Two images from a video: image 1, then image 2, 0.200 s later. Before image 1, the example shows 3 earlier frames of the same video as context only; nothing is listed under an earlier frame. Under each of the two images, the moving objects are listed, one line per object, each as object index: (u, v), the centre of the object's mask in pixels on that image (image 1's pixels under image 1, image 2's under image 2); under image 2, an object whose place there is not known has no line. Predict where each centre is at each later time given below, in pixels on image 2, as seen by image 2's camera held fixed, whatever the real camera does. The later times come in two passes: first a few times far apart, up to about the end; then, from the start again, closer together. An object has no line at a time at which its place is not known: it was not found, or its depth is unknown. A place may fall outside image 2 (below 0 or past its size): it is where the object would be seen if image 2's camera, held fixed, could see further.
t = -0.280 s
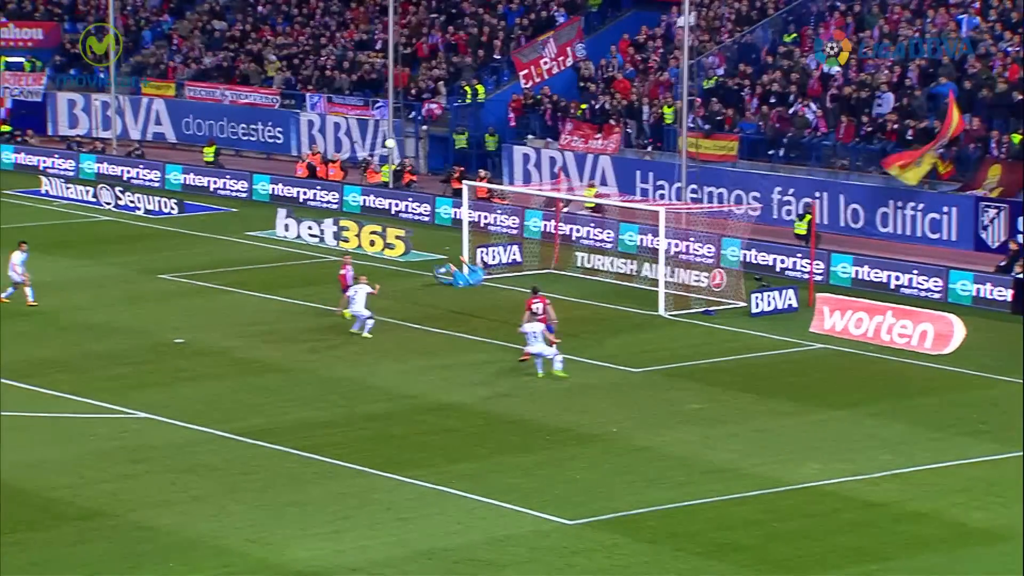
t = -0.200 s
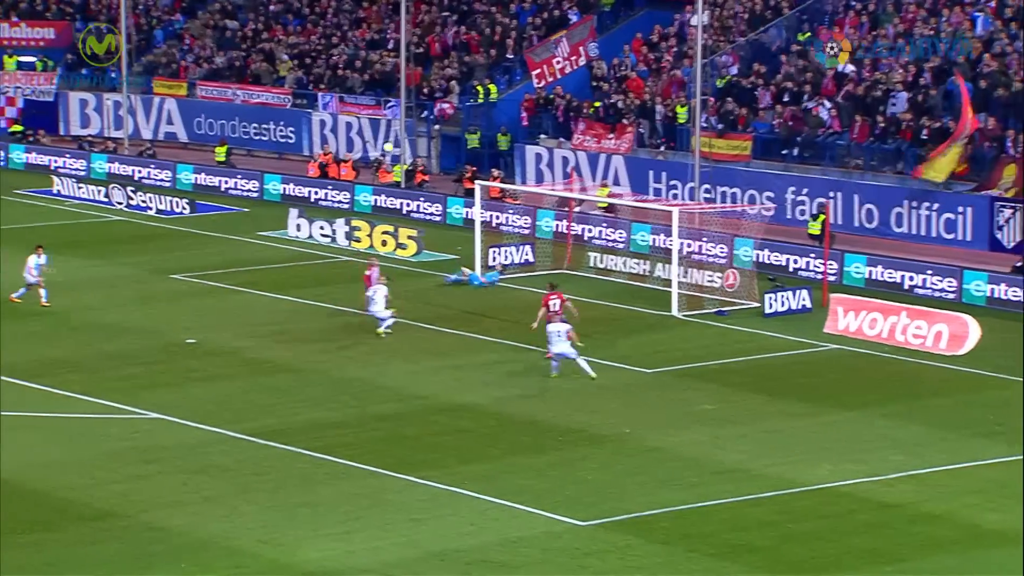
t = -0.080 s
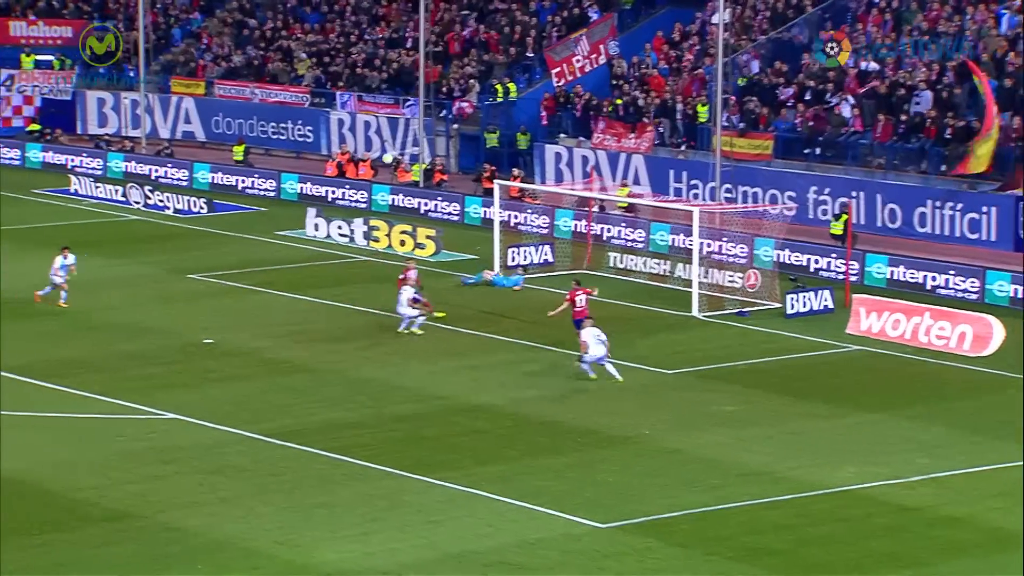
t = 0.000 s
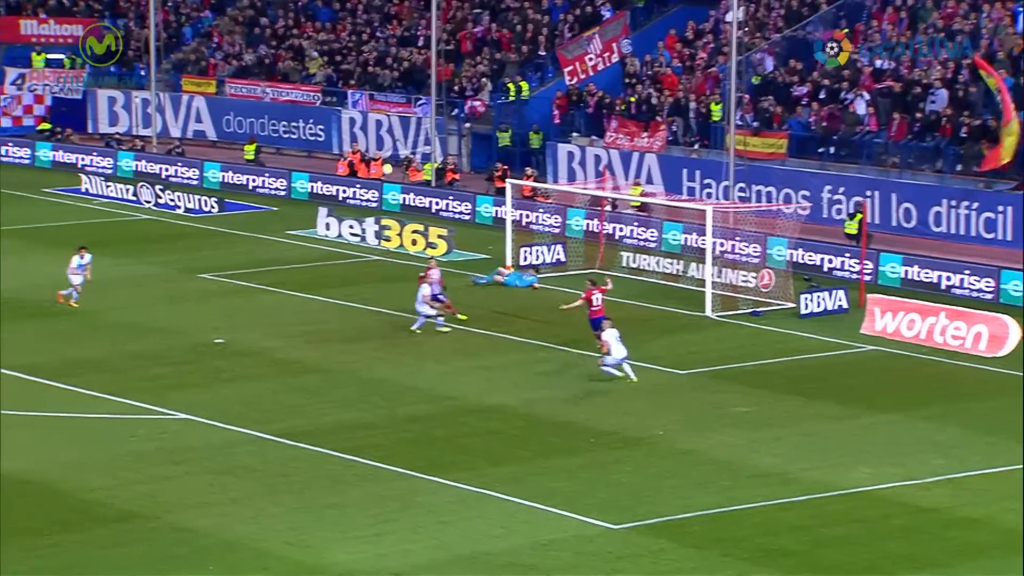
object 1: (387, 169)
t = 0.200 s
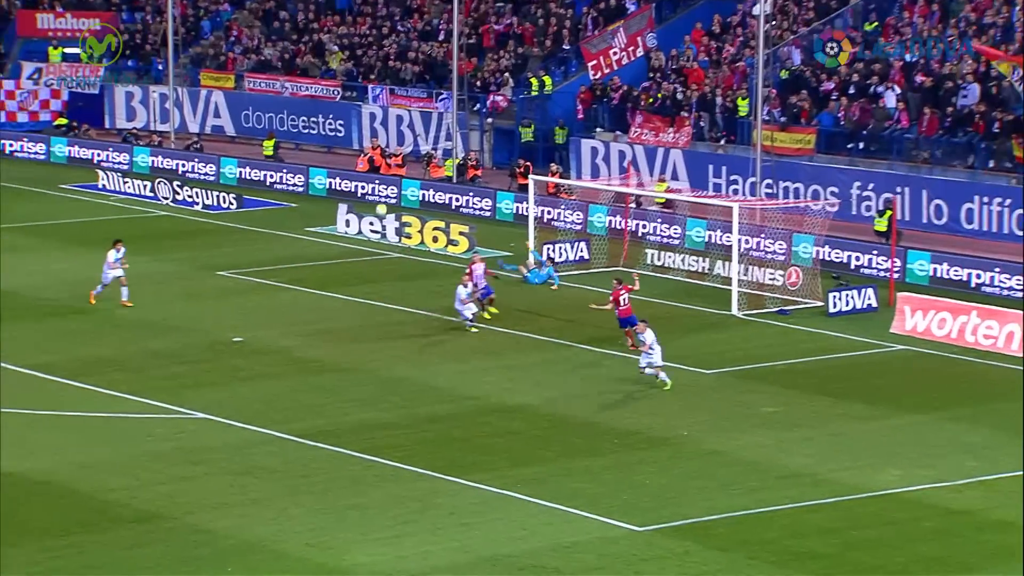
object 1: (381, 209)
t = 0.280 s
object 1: (372, 231)
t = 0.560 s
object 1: (347, 344)
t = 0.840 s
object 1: (341, 382)
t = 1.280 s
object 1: (360, 340)
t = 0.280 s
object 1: (372, 231)
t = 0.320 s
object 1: (368, 246)
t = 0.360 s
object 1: (364, 260)
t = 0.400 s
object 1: (361, 275)
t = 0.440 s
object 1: (357, 291)
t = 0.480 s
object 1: (353, 307)
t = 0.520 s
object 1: (351, 325)
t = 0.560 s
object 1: (347, 344)
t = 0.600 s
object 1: (345, 363)
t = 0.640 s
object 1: (342, 383)
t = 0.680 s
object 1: (339, 405)
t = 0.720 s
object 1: (338, 411)
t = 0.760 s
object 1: (339, 401)
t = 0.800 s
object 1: (340, 391)
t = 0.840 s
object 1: (341, 382)
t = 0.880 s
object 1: (343, 374)
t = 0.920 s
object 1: (344, 366)
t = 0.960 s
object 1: (345, 360)
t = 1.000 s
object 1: (347, 354)
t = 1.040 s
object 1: (349, 349)
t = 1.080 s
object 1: (350, 346)
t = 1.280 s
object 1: (360, 340)
